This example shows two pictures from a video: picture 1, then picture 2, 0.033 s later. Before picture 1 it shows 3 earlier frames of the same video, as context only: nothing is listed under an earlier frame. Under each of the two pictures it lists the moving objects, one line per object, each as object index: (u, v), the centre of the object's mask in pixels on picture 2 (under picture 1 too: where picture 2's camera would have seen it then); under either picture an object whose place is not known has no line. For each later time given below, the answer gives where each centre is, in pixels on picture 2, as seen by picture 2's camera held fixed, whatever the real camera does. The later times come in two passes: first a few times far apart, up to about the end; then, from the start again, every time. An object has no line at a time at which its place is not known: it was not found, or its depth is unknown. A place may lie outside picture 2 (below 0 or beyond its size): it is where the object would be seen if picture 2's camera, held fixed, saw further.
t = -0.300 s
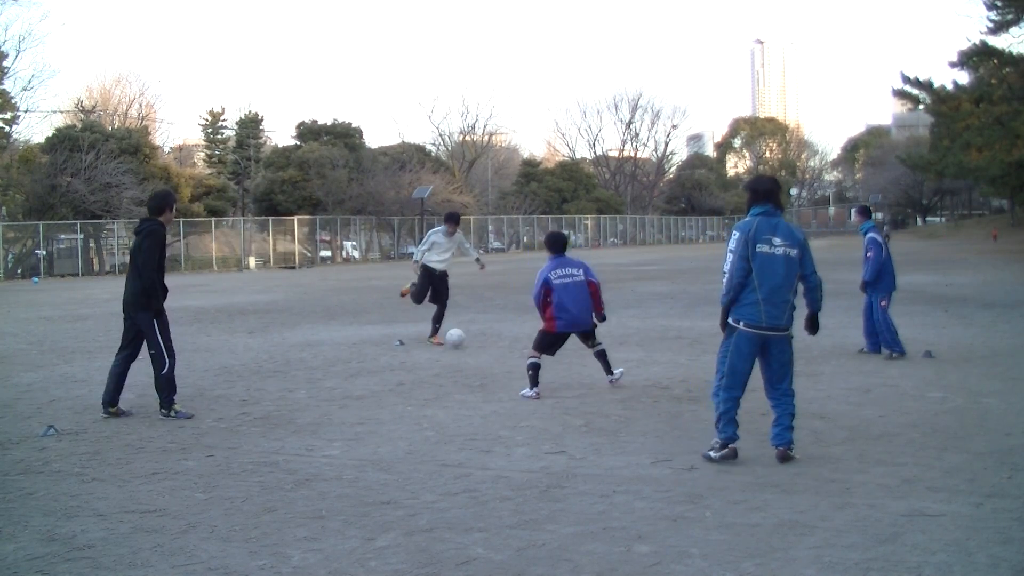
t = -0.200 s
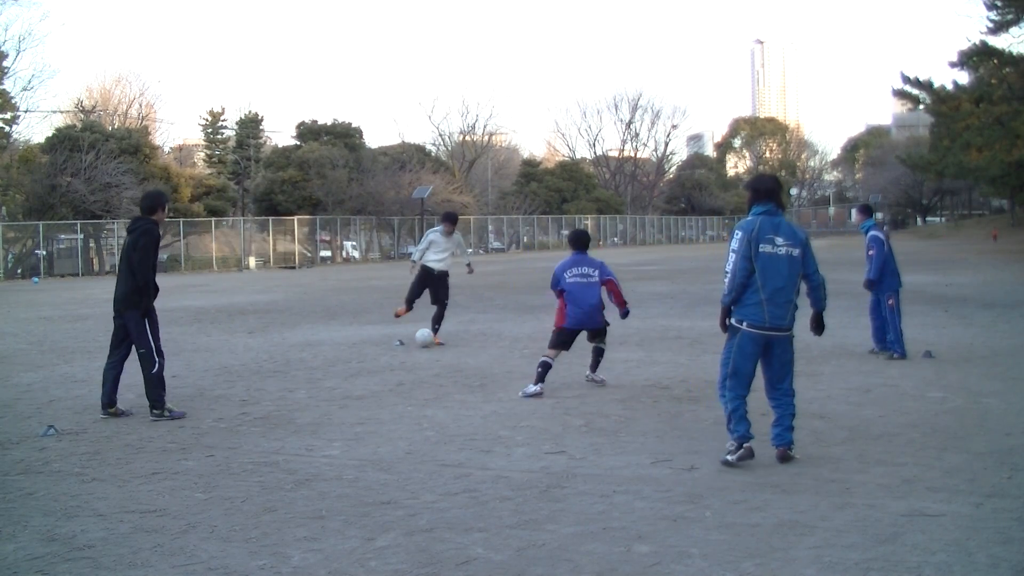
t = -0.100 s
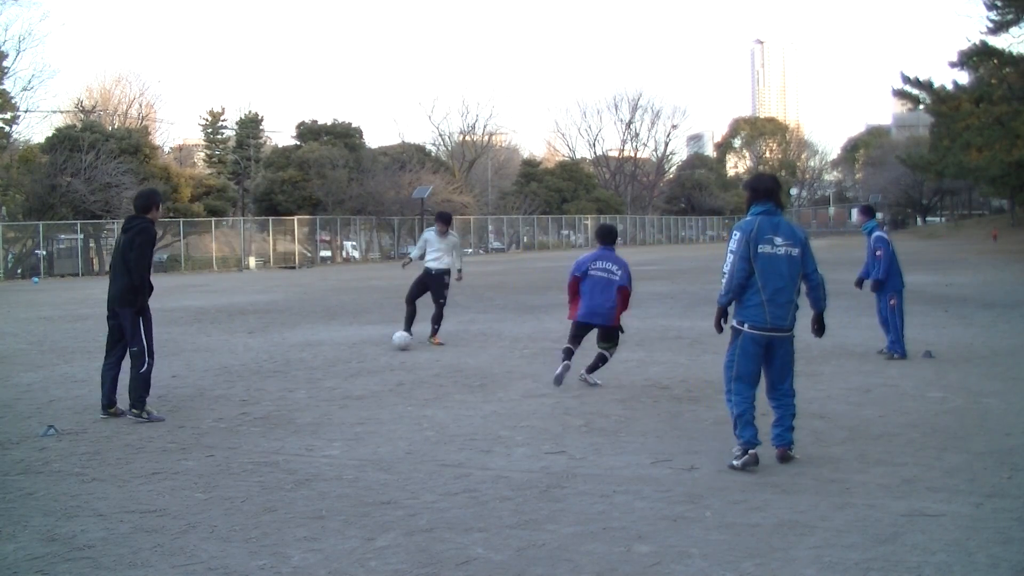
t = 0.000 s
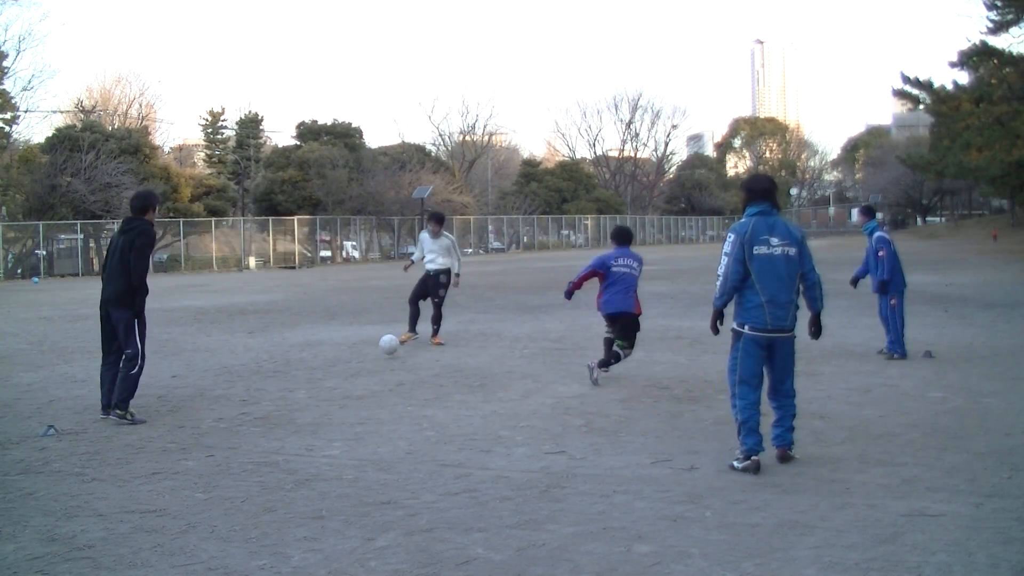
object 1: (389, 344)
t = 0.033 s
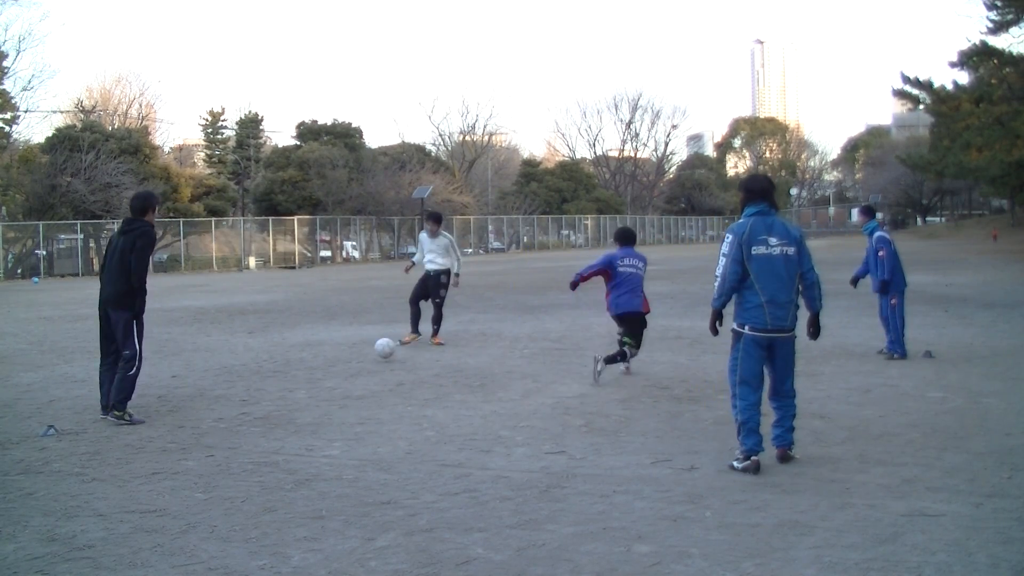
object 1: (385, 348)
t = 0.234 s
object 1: (354, 367)
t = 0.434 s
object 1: (315, 385)
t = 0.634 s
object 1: (267, 406)
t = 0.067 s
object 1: (380, 354)
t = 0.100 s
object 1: (375, 356)
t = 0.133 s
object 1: (370, 358)
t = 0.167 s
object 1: (365, 359)
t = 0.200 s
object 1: (359, 363)
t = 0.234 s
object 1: (354, 367)
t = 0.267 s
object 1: (348, 373)
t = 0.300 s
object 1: (342, 375)
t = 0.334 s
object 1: (335, 378)
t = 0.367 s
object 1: (329, 381)
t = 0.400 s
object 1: (322, 384)
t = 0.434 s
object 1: (315, 385)
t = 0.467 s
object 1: (307, 389)
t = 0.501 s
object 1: (300, 392)
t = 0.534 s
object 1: (293, 392)
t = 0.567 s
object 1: (284, 395)
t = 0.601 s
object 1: (276, 400)
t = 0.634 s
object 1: (267, 406)
